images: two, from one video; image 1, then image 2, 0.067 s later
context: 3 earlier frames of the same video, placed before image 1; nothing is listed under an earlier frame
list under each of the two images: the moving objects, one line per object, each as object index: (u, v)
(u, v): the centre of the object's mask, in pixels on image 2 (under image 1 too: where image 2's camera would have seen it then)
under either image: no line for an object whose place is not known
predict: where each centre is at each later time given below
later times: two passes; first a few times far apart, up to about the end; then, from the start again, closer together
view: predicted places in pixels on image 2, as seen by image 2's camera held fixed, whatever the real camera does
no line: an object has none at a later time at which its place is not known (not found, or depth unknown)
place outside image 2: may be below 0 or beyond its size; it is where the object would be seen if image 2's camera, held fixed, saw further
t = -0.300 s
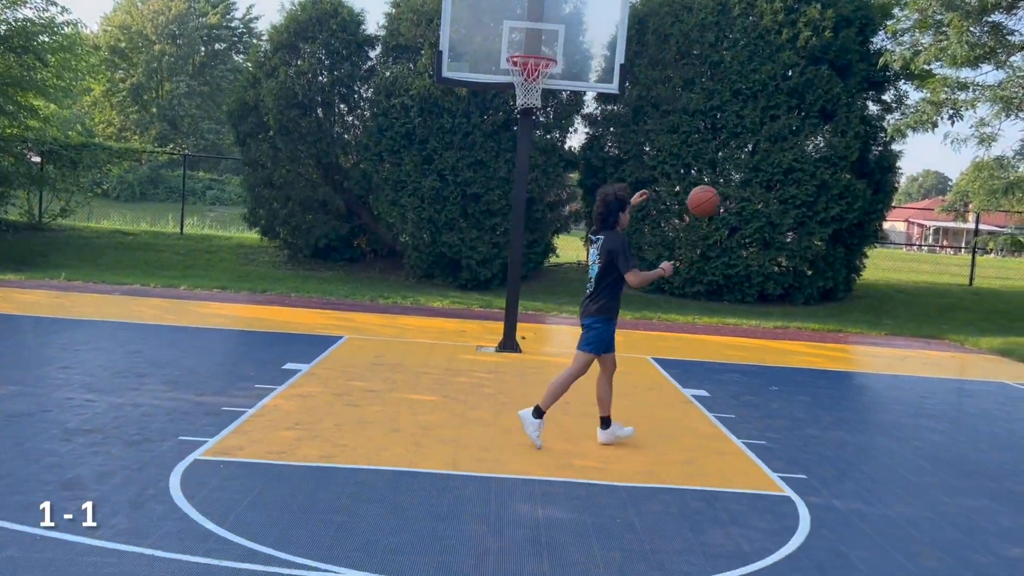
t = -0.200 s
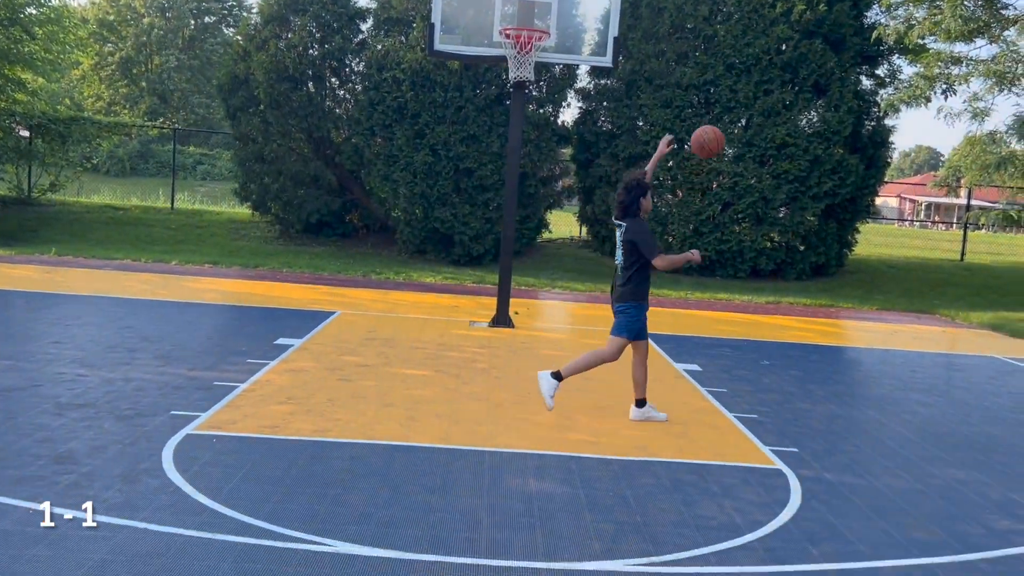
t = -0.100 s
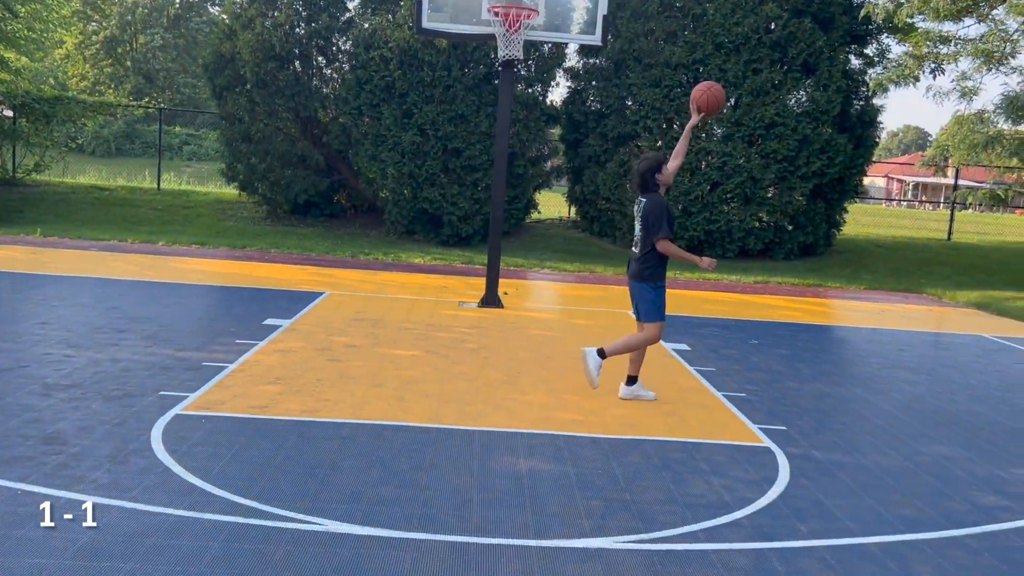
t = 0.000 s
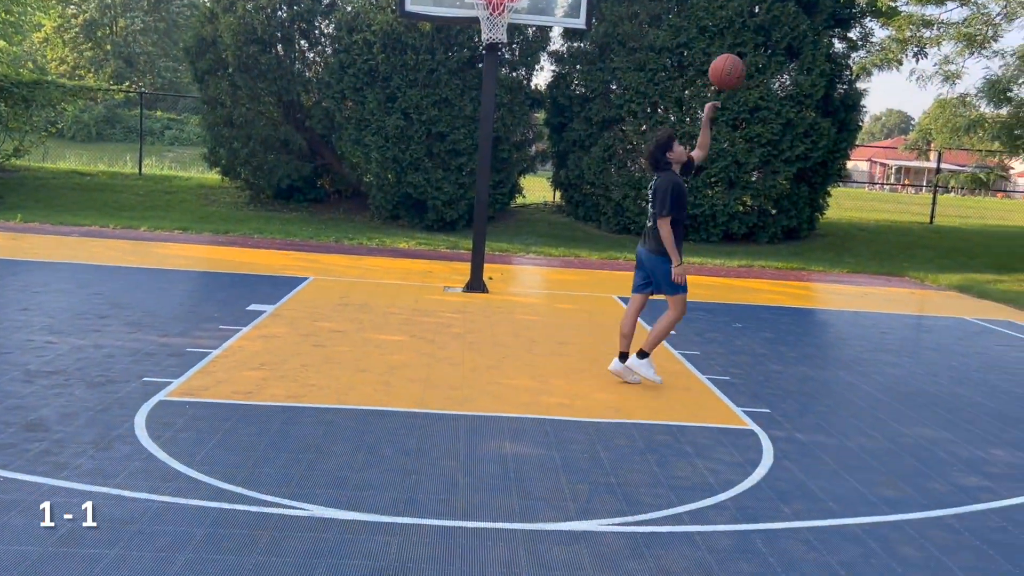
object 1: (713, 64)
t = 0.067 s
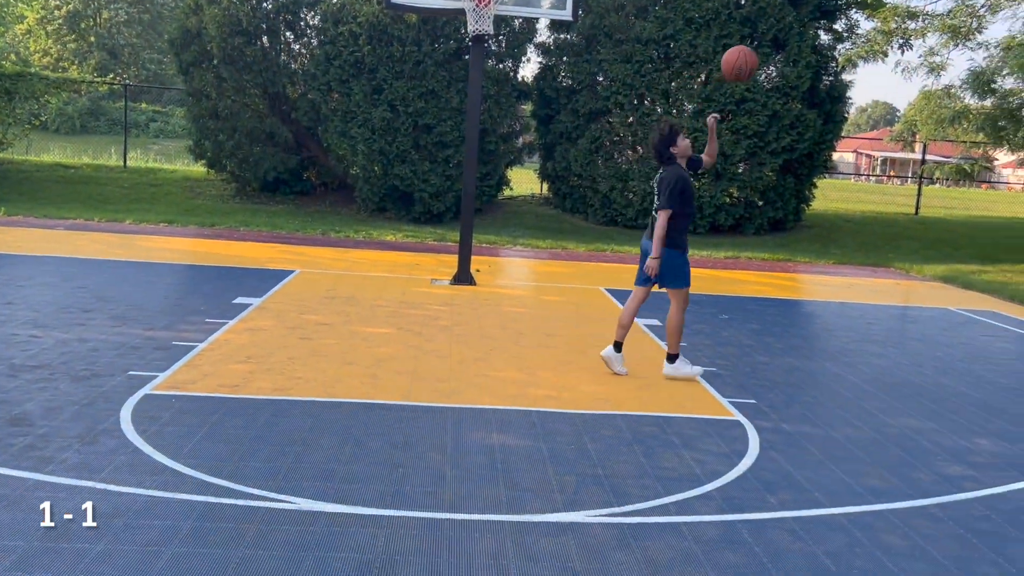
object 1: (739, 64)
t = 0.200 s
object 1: (792, 85)
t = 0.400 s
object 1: (870, 173)
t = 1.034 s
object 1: (1117, 245)
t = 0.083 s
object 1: (746, 64)
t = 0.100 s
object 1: (752, 66)
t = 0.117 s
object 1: (759, 68)
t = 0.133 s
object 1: (766, 71)
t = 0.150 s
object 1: (772, 74)
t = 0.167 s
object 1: (779, 77)
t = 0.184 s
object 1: (786, 81)
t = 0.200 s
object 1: (792, 85)
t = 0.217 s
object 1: (799, 90)
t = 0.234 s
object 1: (806, 95)
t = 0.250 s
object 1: (812, 101)
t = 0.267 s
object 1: (818, 106)
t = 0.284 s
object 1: (825, 113)
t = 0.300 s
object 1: (831, 120)
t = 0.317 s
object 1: (837, 127)
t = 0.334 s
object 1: (844, 136)
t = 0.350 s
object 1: (851, 144)
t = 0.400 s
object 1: (870, 173)
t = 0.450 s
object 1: (889, 206)
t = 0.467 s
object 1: (897, 218)
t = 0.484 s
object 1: (903, 230)
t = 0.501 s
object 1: (908, 243)
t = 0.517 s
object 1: (916, 256)
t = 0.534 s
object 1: (923, 270)
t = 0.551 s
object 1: (929, 285)
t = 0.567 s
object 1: (936, 300)
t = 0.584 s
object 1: (943, 315)
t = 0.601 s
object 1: (949, 331)
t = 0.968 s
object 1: (1090, 267)
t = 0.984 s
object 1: (1096, 261)
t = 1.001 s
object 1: (1103, 255)
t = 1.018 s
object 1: (1110, 250)
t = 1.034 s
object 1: (1117, 245)
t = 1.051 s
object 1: (1126, 240)
